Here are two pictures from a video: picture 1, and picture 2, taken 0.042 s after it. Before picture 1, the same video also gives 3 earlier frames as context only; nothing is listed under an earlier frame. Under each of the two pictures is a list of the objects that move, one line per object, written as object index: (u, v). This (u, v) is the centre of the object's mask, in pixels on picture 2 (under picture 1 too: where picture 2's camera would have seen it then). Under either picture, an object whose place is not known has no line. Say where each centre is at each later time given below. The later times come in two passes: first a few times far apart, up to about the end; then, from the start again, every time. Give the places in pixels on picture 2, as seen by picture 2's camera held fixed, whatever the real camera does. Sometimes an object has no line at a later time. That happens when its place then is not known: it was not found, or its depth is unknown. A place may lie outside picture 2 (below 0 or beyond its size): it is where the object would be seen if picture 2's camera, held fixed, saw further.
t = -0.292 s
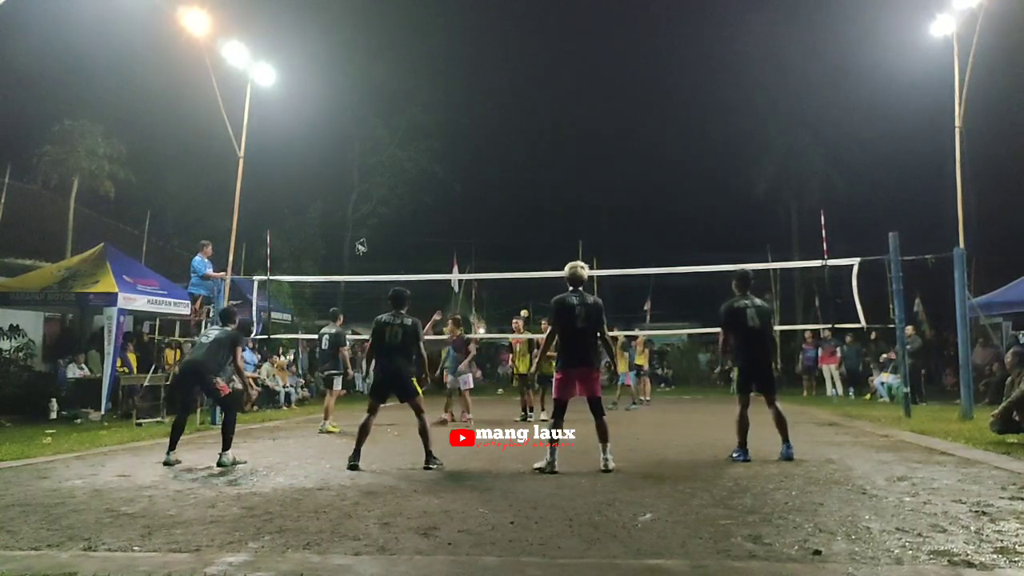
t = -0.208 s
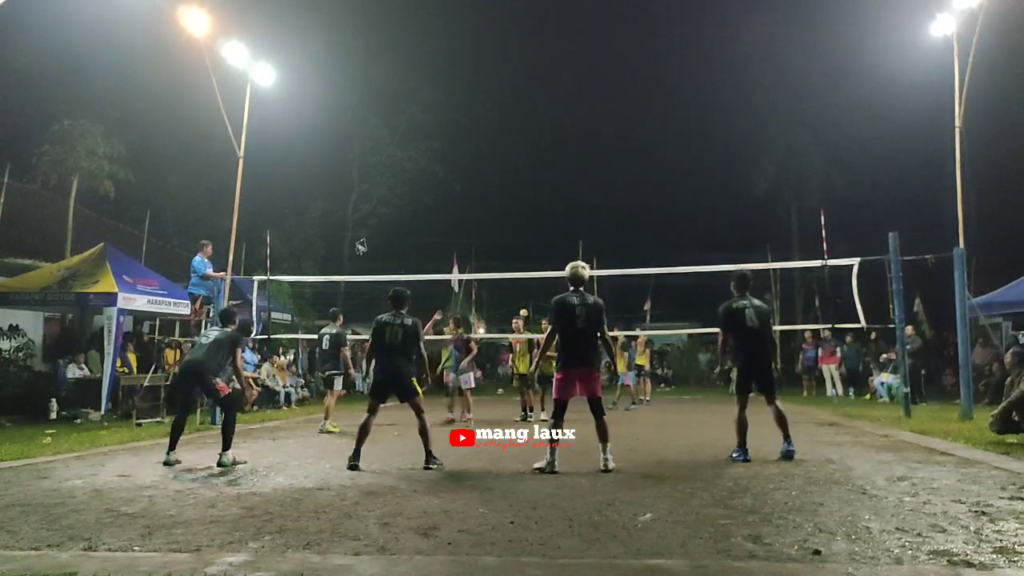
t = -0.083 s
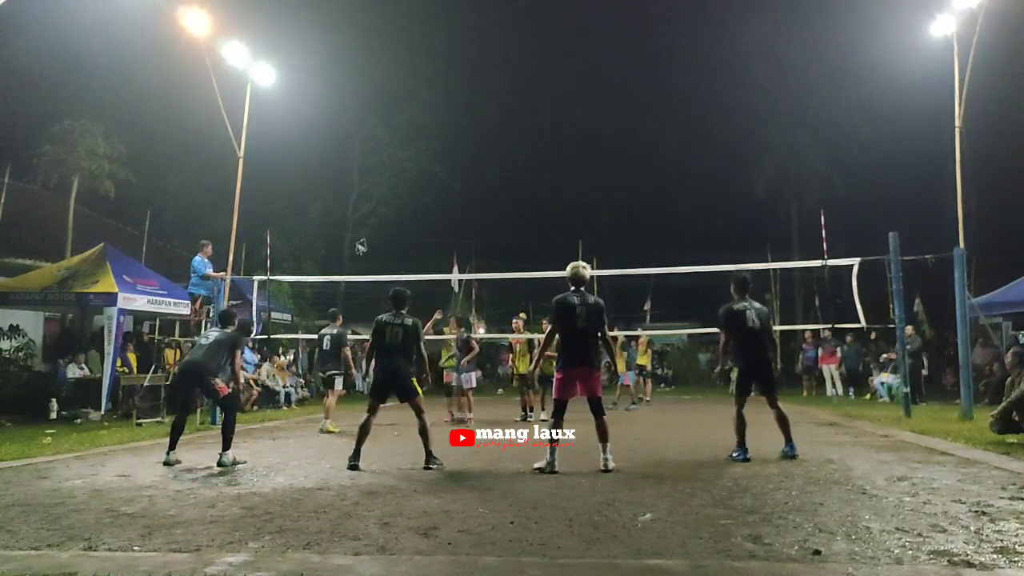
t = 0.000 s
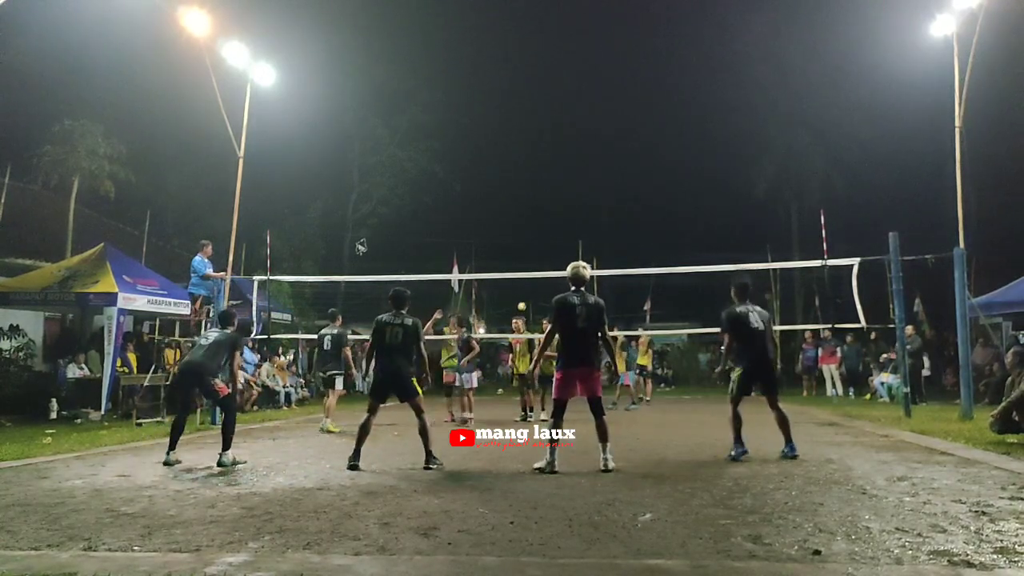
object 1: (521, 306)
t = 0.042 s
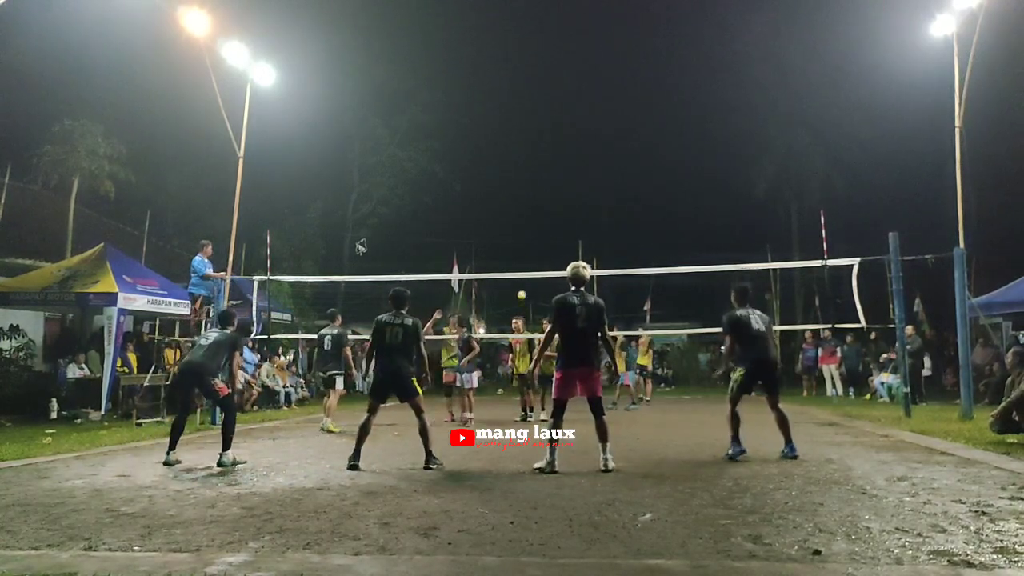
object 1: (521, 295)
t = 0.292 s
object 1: (523, 244)
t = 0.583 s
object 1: (535, 208)
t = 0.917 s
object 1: (569, 215)
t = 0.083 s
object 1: (521, 287)
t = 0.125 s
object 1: (521, 279)
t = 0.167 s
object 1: (521, 269)
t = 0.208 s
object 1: (522, 259)
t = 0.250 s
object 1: (522, 253)
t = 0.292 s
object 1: (523, 244)
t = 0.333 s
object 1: (524, 238)
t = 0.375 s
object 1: (526, 231)
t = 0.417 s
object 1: (527, 226)
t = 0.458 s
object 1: (529, 220)
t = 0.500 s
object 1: (531, 216)
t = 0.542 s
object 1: (533, 211)
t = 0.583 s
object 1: (535, 208)
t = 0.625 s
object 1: (537, 205)
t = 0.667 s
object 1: (541, 203)
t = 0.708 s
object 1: (544, 202)
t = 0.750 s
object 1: (549, 202)
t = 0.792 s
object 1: (552, 203)
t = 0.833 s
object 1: (558, 205)
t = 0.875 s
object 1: (562, 208)
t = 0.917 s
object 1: (569, 215)
